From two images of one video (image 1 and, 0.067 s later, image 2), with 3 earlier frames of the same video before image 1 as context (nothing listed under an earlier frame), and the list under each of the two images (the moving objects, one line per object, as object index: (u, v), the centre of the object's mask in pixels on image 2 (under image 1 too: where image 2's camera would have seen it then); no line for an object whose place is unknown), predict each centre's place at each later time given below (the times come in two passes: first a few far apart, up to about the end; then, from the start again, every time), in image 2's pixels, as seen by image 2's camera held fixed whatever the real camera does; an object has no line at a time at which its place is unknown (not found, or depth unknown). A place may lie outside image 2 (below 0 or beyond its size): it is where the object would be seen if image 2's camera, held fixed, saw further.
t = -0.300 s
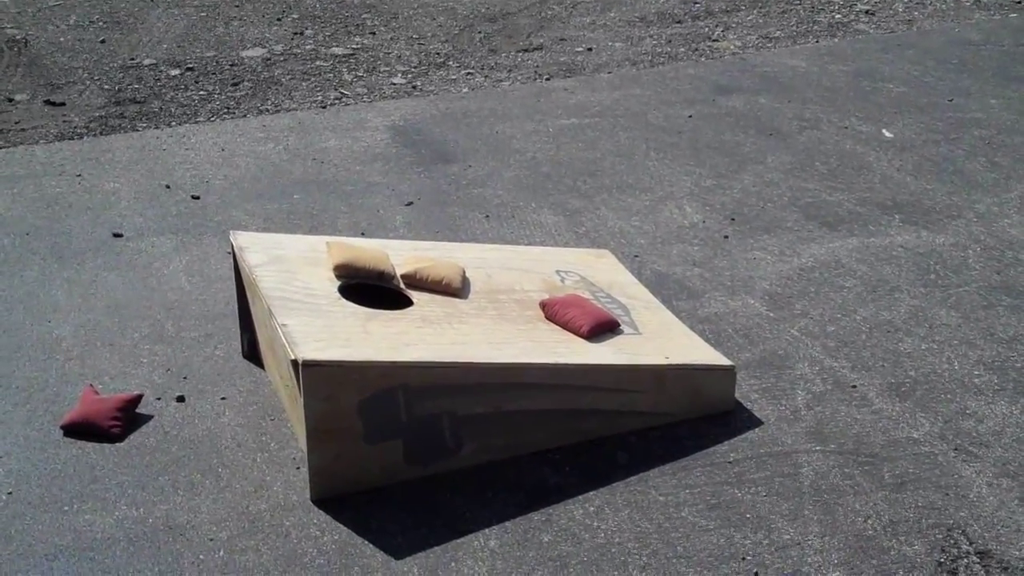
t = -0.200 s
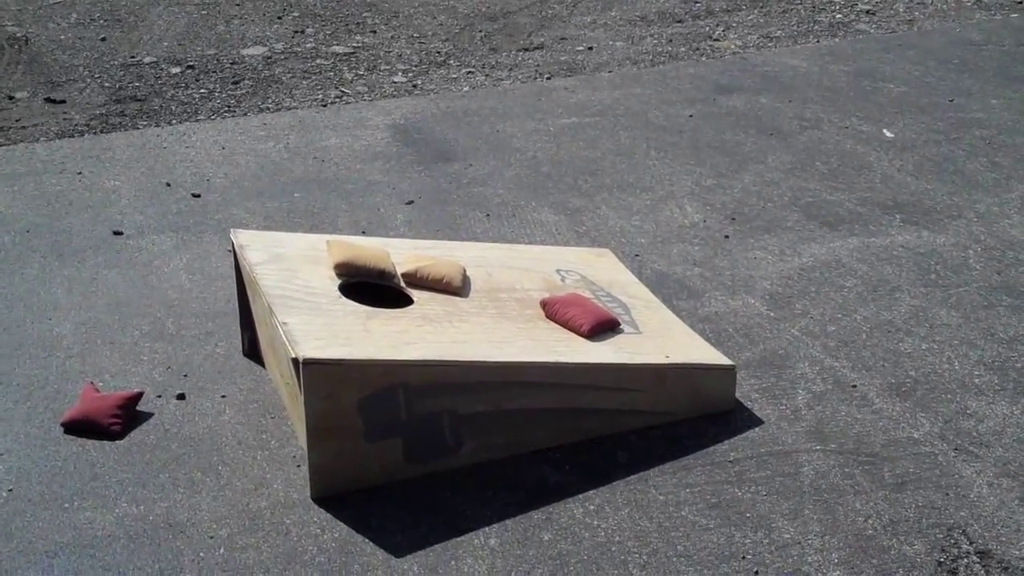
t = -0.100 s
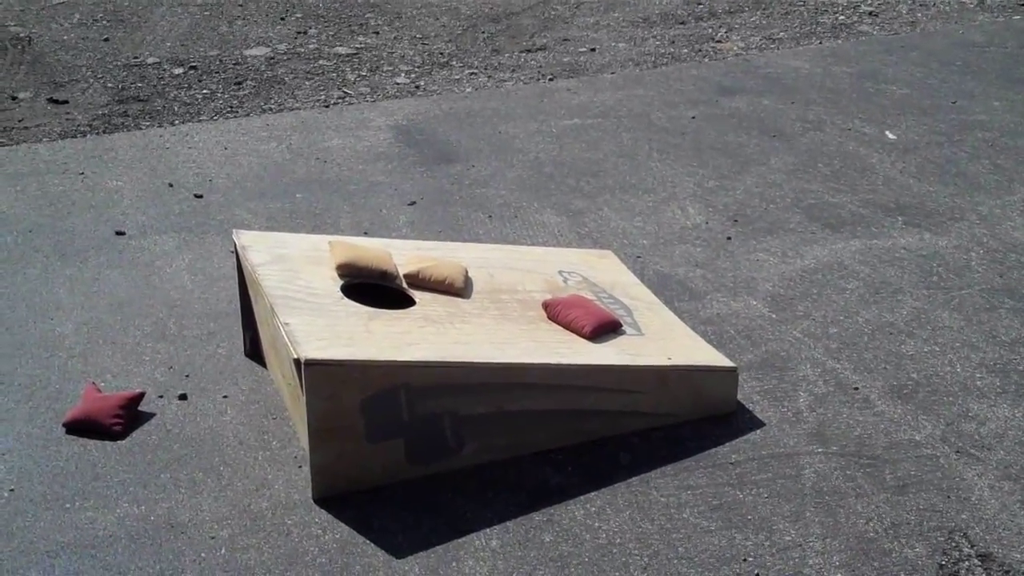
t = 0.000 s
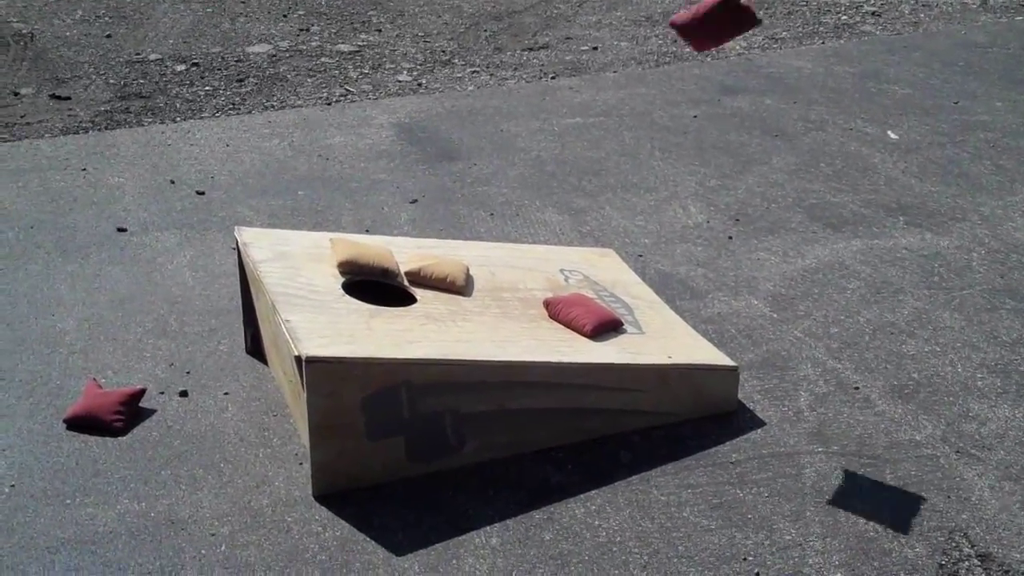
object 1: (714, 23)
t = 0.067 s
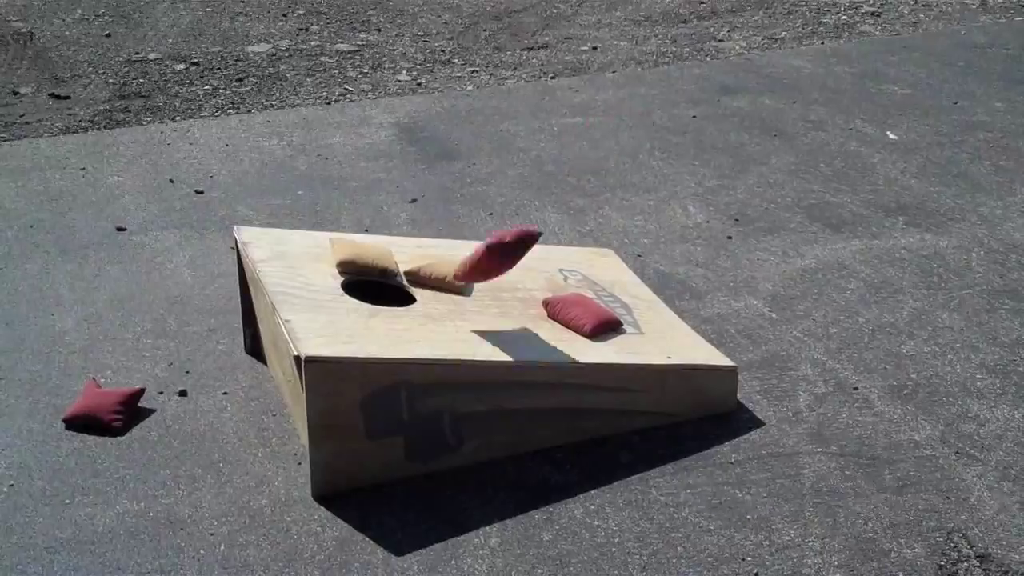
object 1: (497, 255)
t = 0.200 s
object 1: (412, 299)
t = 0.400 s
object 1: (361, 425)
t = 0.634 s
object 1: (370, 544)
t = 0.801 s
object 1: (373, 547)
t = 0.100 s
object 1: (438, 313)
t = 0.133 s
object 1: (429, 304)
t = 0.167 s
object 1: (421, 297)
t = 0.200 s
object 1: (412, 299)
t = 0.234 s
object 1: (402, 307)
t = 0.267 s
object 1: (393, 317)
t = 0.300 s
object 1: (384, 335)
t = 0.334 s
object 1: (376, 360)
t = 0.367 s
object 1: (367, 388)
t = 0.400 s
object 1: (361, 425)
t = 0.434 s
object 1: (357, 467)
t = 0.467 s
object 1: (349, 520)
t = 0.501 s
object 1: (351, 540)
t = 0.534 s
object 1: (359, 546)
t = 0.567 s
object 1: (366, 545)
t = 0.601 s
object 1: (369, 546)
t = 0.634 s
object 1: (370, 544)
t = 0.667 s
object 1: (372, 547)
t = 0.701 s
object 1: (372, 548)
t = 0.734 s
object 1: (373, 546)
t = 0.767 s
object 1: (373, 545)
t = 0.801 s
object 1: (373, 547)
